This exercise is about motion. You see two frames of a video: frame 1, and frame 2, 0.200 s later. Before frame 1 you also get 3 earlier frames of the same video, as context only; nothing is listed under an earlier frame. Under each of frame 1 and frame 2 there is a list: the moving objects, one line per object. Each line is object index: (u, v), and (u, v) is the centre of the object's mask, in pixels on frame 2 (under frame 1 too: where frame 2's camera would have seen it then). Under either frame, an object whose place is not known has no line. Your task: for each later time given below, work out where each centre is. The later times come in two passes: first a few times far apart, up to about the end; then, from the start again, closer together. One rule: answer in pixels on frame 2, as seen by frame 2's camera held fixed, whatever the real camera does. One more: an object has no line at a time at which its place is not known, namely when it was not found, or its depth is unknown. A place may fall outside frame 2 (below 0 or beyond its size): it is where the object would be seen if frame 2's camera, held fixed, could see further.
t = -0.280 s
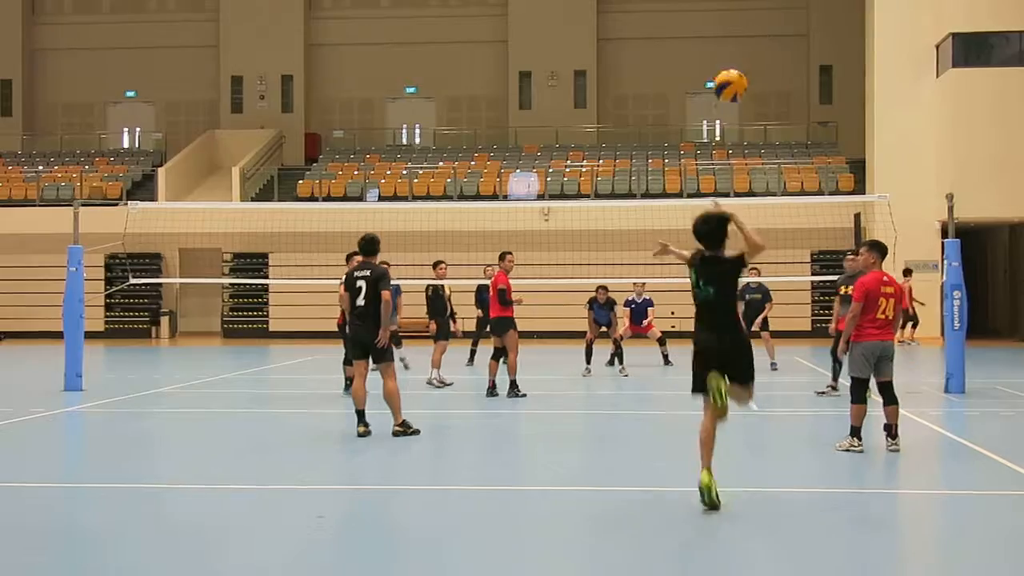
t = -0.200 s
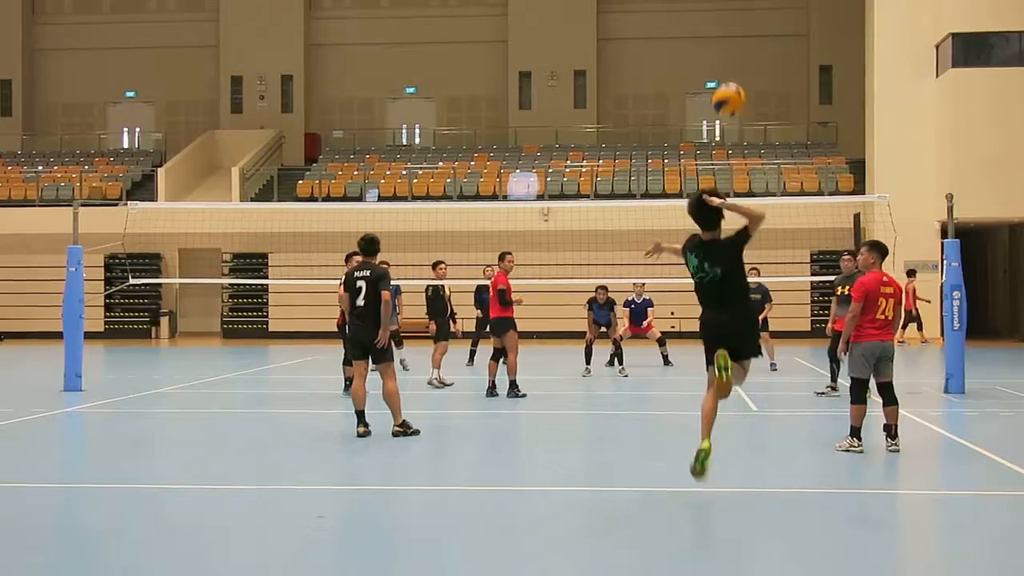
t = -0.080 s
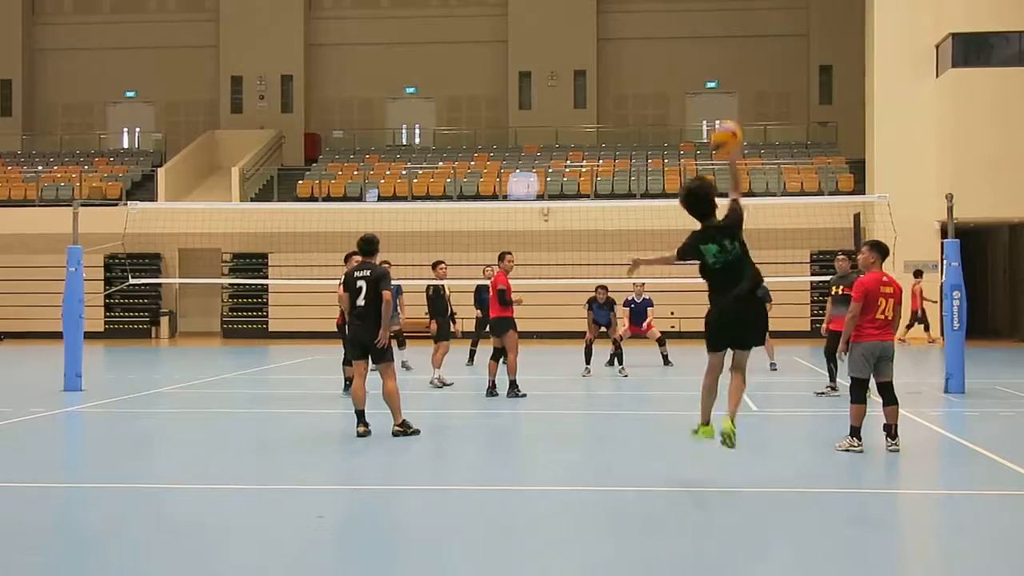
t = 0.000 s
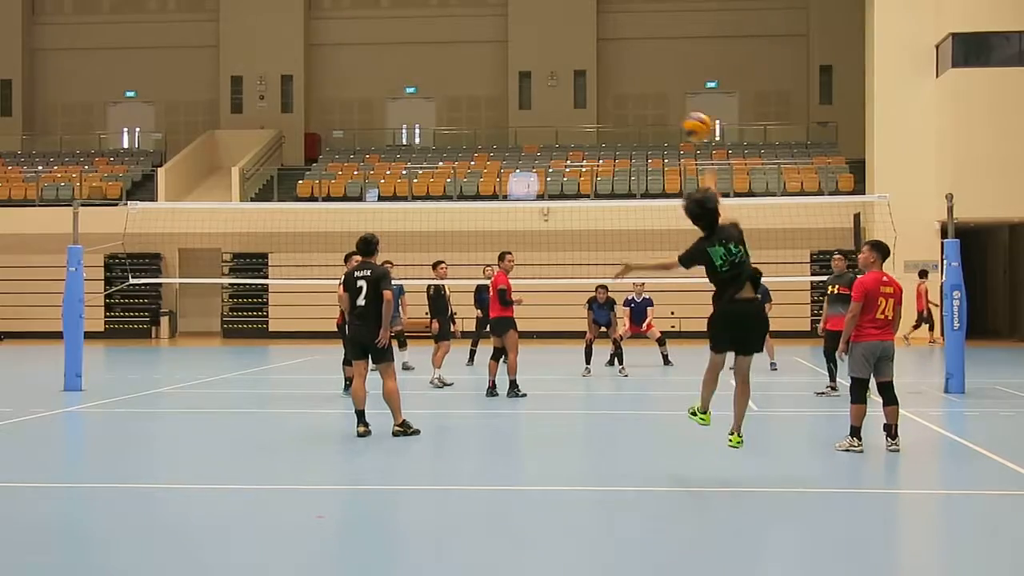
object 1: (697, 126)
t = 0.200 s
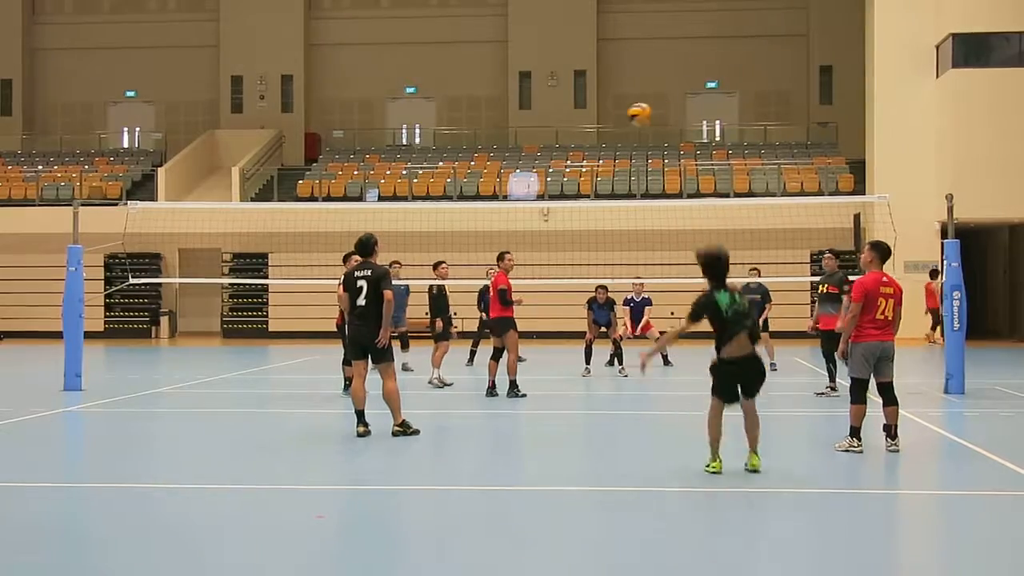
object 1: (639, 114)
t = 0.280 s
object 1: (622, 118)
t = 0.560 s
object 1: (575, 159)
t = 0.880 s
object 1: (543, 235)
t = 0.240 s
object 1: (630, 116)
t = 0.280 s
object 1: (622, 118)
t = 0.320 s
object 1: (614, 121)
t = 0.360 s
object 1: (607, 125)
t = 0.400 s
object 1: (600, 131)
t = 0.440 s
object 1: (593, 137)
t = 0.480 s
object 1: (587, 144)
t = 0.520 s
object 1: (580, 151)
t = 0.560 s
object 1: (575, 159)
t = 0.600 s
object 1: (570, 169)
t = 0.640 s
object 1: (567, 176)
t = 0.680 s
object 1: (561, 185)
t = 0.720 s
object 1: (557, 193)
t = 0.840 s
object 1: (546, 224)
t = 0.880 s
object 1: (543, 235)
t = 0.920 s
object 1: (539, 244)
